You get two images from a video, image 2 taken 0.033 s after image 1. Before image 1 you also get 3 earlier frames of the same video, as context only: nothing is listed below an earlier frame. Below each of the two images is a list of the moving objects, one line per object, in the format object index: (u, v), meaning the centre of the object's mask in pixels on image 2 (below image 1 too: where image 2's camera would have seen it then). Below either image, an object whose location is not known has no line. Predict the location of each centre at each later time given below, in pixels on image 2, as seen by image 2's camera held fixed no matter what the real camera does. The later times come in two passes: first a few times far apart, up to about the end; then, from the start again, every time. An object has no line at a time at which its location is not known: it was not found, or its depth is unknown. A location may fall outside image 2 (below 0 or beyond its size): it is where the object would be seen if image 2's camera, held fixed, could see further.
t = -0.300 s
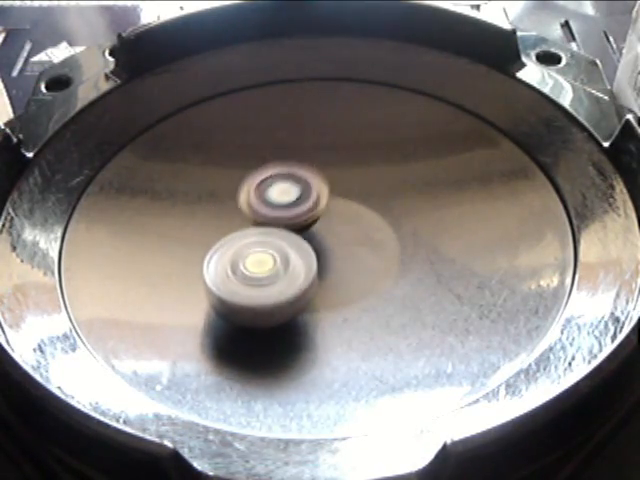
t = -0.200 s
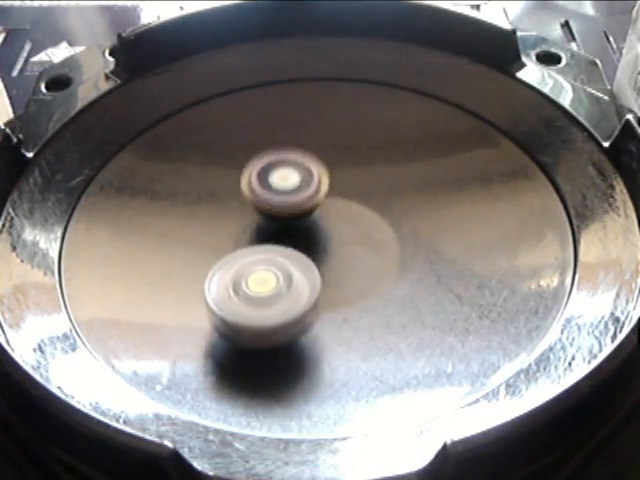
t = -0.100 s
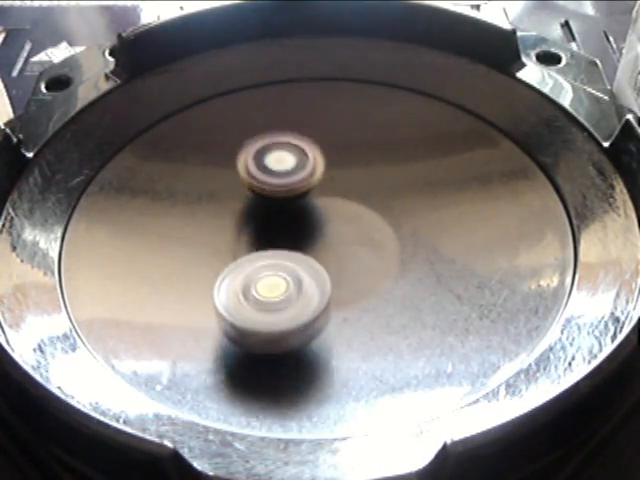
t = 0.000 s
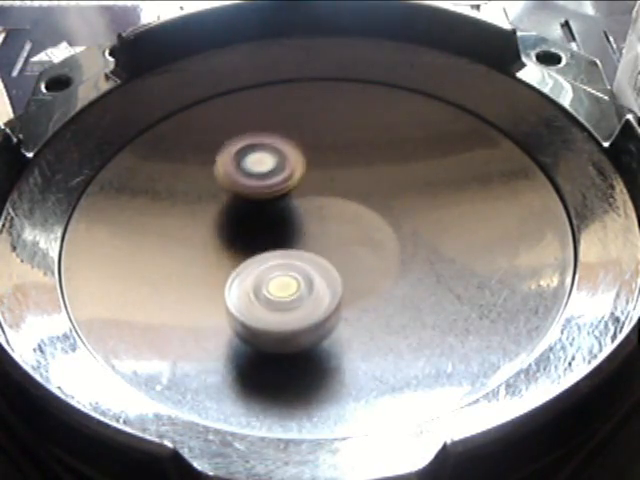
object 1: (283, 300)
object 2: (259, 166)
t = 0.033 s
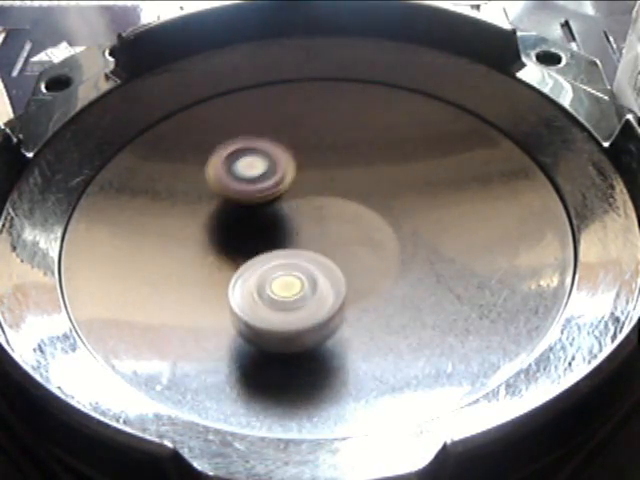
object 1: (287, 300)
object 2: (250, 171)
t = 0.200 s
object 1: (303, 296)
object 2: (237, 207)
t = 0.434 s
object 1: (324, 291)
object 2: (296, 205)
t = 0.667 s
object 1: (333, 279)
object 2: (333, 172)
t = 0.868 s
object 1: (331, 272)
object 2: (309, 162)
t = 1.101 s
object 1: (328, 262)
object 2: (287, 183)
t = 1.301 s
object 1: (344, 322)
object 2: (299, 104)
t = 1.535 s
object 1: (373, 303)
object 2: (246, 91)
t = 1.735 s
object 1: (381, 279)
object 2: (197, 140)
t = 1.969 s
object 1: (381, 257)
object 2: (246, 207)
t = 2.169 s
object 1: (394, 252)
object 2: (313, 198)
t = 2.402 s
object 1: (399, 241)
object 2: (354, 166)
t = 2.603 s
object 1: (398, 232)
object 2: (328, 161)
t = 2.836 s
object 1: (395, 227)
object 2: (319, 176)
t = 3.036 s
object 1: (399, 234)
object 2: (326, 181)
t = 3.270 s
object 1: (397, 237)
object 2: (313, 190)
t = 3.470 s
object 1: (392, 243)
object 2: (299, 206)
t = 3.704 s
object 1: (384, 252)
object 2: (278, 231)
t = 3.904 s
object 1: (381, 258)
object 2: (266, 254)
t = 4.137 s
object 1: (370, 261)
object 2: (253, 266)
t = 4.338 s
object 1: (390, 257)
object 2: (220, 271)
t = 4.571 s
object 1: (381, 249)
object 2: (231, 270)
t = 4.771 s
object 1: (371, 244)
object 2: (246, 260)
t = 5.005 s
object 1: (360, 236)
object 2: (248, 235)
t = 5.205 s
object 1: (352, 230)
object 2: (243, 214)
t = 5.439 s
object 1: (345, 223)
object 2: (250, 192)
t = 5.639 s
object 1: (347, 220)
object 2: (247, 182)
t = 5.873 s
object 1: (347, 217)
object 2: (255, 186)
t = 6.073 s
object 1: (353, 219)
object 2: (267, 179)
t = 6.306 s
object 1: (358, 222)
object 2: (278, 176)
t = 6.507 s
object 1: (369, 230)
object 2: (267, 172)
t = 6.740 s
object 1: (370, 235)
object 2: (272, 192)
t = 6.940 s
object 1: (377, 248)
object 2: (273, 186)
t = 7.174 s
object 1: (367, 255)
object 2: (256, 185)
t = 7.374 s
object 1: (355, 257)
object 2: (259, 203)
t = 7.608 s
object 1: (346, 260)
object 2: (263, 208)
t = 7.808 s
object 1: (336, 257)
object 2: (256, 208)
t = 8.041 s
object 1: (327, 253)
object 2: (245, 205)
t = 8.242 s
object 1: (328, 249)
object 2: (228, 204)
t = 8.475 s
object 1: (354, 256)
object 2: (191, 211)
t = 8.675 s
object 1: (359, 253)
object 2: (208, 238)
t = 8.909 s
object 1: (373, 250)
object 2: (251, 239)
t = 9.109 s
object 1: (393, 250)
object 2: (239, 213)
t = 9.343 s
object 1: (396, 246)
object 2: (252, 191)
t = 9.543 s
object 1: (392, 244)
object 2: (253, 186)
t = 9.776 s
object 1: (383, 245)
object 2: (276, 188)
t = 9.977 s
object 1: (371, 246)
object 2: (304, 186)
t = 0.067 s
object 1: (291, 299)
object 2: (242, 176)
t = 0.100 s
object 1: (294, 299)
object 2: (236, 183)
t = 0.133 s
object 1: (297, 298)
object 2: (233, 191)
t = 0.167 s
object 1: (300, 297)
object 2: (234, 199)
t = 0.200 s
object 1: (303, 296)
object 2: (237, 207)
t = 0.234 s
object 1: (306, 295)
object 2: (243, 213)
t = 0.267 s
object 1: (309, 293)
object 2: (251, 216)
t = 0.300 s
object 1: (311, 292)
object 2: (261, 217)
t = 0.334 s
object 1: (314, 291)
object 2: (271, 216)
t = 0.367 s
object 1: (318, 292)
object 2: (279, 213)
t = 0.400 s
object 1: (321, 292)
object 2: (288, 209)
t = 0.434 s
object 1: (324, 291)
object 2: (296, 205)
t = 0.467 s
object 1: (326, 289)
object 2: (304, 200)
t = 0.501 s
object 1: (328, 287)
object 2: (311, 195)
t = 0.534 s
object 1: (331, 285)
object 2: (317, 191)
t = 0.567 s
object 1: (332, 284)
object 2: (323, 186)
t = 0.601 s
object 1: (333, 282)
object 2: (327, 182)
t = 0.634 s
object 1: (334, 281)
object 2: (331, 177)
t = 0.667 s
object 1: (333, 279)
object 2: (333, 172)
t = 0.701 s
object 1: (333, 278)
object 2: (336, 167)
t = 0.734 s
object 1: (332, 277)
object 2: (335, 164)
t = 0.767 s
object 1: (332, 276)
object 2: (331, 162)
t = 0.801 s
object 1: (332, 274)
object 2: (325, 161)
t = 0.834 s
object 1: (331, 273)
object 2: (317, 161)
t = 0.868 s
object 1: (331, 272)
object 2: (309, 162)
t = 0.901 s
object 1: (331, 271)
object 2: (301, 164)
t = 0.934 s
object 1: (330, 269)
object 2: (293, 168)
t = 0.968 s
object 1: (330, 268)
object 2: (287, 172)
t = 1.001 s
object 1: (329, 266)
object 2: (283, 176)
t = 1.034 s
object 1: (329, 265)
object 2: (283, 179)
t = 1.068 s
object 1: (329, 263)
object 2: (285, 181)
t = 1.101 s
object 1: (328, 262)
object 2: (287, 183)
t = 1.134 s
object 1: (328, 260)
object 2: (291, 185)
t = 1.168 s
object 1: (328, 261)
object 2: (297, 181)
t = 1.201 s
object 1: (332, 277)
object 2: (300, 157)
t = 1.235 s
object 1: (338, 293)
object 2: (301, 138)
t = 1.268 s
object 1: (340, 311)
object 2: (300, 118)
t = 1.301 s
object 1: (344, 322)
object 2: (299, 104)
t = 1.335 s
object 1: (348, 327)
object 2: (295, 93)
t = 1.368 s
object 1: (354, 326)
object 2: (291, 85)
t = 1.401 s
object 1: (359, 323)
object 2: (285, 81)
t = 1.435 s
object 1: (364, 318)
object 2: (277, 80)
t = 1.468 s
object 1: (369, 313)
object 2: (268, 82)
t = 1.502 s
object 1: (372, 308)
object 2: (257, 85)
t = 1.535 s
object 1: (373, 303)
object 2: (246, 91)
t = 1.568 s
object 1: (375, 299)
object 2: (235, 97)
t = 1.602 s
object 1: (377, 295)
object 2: (225, 104)
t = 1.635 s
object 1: (378, 291)
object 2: (216, 112)
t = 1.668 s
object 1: (379, 287)
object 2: (209, 121)
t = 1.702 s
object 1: (380, 283)
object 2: (202, 130)
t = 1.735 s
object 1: (381, 279)
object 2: (197, 140)
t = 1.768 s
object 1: (381, 275)
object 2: (195, 150)
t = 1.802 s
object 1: (381, 271)
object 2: (197, 162)
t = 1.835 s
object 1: (382, 268)
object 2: (202, 173)
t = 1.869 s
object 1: (382, 264)
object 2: (210, 184)
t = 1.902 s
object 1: (381, 261)
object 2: (220, 192)
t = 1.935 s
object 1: (381, 259)
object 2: (233, 200)
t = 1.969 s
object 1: (381, 257)
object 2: (246, 207)
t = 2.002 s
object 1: (380, 255)
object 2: (262, 210)
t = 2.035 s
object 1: (380, 253)
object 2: (277, 213)
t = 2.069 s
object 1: (381, 252)
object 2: (292, 211)
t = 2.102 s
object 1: (389, 254)
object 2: (297, 207)
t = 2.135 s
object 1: (393, 253)
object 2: (303, 202)
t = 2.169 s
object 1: (394, 252)
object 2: (313, 198)
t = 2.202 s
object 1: (395, 250)
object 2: (322, 194)
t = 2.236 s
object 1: (396, 249)
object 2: (329, 189)
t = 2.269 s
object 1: (398, 249)
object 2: (336, 183)
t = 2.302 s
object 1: (399, 247)
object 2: (342, 178)
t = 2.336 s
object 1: (399, 245)
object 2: (349, 173)
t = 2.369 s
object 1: (399, 243)
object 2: (354, 169)
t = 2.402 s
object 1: (399, 241)
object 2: (354, 166)
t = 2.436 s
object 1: (399, 239)
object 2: (353, 163)
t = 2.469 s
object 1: (399, 238)
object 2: (350, 162)
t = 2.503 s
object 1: (399, 236)
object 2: (346, 161)
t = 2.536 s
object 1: (398, 235)
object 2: (340, 160)
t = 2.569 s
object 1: (398, 233)
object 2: (334, 160)
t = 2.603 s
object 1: (398, 232)
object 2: (328, 161)
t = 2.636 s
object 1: (397, 231)
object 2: (324, 163)
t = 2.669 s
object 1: (397, 230)
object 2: (320, 165)
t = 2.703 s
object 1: (397, 230)
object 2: (317, 168)
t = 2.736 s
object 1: (396, 229)
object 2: (315, 171)
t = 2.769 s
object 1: (396, 228)
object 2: (316, 173)
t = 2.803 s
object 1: (395, 228)
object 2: (317, 174)
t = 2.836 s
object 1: (395, 227)
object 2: (319, 176)
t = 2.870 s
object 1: (395, 228)
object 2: (321, 176)
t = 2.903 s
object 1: (397, 229)
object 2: (323, 177)
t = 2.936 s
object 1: (397, 230)
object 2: (324, 178)
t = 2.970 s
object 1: (398, 232)
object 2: (325, 178)
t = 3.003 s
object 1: (399, 233)
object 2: (326, 179)
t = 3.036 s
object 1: (399, 234)
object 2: (326, 181)
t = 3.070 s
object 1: (399, 234)
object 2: (326, 181)
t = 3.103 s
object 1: (399, 235)
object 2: (325, 182)
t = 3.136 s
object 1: (399, 235)
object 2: (324, 184)
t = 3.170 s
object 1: (398, 236)
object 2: (322, 185)
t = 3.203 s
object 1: (398, 236)
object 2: (319, 187)
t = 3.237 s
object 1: (398, 237)
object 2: (316, 189)
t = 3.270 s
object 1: (397, 237)
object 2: (313, 190)
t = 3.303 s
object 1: (396, 238)
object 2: (311, 192)
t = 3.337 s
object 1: (394, 238)
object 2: (309, 195)
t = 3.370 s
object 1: (393, 239)
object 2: (307, 198)
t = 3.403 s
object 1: (393, 240)
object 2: (304, 200)
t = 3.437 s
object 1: (392, 242)
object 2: (301, 203)
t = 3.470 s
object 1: (392, 243)
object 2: (299, 206)
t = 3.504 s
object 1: (390, 244)
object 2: (297, 209)
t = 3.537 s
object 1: (389, 245)
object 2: (294, 213)
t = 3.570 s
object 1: (387, 247)
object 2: (292, 216)
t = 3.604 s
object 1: (388, 248)
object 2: (288, 219)
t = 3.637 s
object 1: (387, 250)
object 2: (284, 223)
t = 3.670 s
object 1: (386, 251)
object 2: (280, 227)
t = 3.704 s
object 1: (384, 252)
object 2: (278, 231)
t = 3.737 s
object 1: (382, 253)
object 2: (277, 236)
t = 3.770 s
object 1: (381, 253)
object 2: (277, 240)
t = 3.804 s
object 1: (381, 255)
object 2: (275, 245)
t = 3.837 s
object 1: (380, 256)
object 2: (274, 248)
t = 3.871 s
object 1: (381, 257)
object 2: (271, 251)
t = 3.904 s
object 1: (381, 258)
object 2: (266, 254)
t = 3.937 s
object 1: (381, 258)
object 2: (262, 257)
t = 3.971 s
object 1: (379, 259)
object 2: (258, 258)
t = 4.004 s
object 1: (378, 259)
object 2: (255, 260)
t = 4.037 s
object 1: (376, 259)
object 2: (253, 262)
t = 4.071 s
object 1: (374, 260)
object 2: (251, 263)
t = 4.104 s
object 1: (372, 261)
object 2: (251, 265)
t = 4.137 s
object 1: (370, 261)
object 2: (253, 266)
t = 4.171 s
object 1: (368, 261)
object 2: (255, 268)
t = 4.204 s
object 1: (367, 261)
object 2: (257, 270)
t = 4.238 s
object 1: (377, 260)
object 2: (243, 270)
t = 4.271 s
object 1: (386, 259)
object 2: (231, 270)
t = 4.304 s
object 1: (390, 258)
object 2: (223, 271)
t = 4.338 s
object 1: (390, 257)
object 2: (220, 271)
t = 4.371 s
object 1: (389, 255)
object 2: (219, 271)
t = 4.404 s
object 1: (388, 254)
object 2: (219, 271)
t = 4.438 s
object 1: (387, 253)
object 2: (220, 272)
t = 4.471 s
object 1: (386, 252)
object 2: (222, 271)
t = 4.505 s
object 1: (384, 251)
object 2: (225, 271)
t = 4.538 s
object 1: (383, 250)
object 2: (228, 271)
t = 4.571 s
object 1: (381, 249)
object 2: (231, 270)
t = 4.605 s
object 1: (380, 248)
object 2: (234, 270)
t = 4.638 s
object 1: (378, 247)
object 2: (236, 269)
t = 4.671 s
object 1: (376, 247)
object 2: (239, 267)
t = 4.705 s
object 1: (374, 246)
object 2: (241, 266)
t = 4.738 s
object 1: (372, 244)
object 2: (244, 263)
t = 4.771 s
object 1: (371, 244)
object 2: (246, 260)
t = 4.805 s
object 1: (369, 243)
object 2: (249, 257)
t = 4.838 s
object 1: (368, 242)
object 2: (250, 253)
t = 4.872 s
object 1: (366, 240)
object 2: (250, 249)
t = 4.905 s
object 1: (365, 239)
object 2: (250, 246)
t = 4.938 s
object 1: (364, 238)
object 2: (250, 242)
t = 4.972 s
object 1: (362, 237)
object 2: (249, 238)
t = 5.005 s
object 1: (360, 236)
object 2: (248, 235)
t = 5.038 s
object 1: (359, 235)
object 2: (247, 231)
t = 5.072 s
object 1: (357, 234)
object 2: (246, 228)
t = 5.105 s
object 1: (356, 233)
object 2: (244, 224)
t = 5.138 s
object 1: (355, 232)
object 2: (244, 221)
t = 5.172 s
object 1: (353, 231)
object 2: (243, 217)
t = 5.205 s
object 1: (352, 230)
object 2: (243, 214)
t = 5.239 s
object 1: (351, 229)
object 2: (244, 210)
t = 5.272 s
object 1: (350, 228)
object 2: (244, 207)
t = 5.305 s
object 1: (348, 227)
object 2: (245, 203)
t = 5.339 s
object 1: (347, 226)
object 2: (245, 200)
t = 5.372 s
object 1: (346, 225)
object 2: (247, 197)
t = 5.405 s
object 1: (345, 224)
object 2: (248, 195)
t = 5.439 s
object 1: (345, 223)
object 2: (250, 192)
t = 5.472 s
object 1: (344, 222)
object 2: (252, 190)
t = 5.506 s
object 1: (345, 222)
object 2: (252, 188)
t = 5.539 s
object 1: (346, 222)
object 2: (249, 185)
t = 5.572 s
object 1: (346, 221)
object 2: (248, 183)
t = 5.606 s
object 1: (347, 220)
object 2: (247, 182)
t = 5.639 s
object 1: (347, 220)
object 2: (247, 182)
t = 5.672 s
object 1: (347, 220)
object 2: (247, 182)
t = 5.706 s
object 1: (347, 219)
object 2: (247, 182)
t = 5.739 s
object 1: (347, 218)
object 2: (248, 183)
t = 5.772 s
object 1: (347, 218)
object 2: (249, 183)
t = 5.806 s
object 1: (347, 218)
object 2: (251, 184)
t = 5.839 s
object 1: (347, 218)
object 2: (252, 185)
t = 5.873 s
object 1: (347, 217)
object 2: (255, 186)
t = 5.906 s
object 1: (347, 217)
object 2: (257, 186)
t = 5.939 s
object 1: (349, 218)
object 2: (258, 185)
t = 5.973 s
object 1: (350, 218)
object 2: (260, 184)
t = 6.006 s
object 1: (351, 218)
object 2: (263, 183)
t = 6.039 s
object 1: (352, 219)
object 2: (265, 181)
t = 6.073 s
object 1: (353, 219)
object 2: (267, 179)
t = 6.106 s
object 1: (354, 220)
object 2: (268, 178)
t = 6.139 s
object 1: (355, 220)
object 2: (270, 177)
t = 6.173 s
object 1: (355, 220)
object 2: (271, 176)
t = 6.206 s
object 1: (356, 221)
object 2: (272, 176)
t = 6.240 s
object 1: (356, 222)
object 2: (273, 176)
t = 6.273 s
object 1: (357, 222)
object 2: (275, 176)
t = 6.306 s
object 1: (358, 222)
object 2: (278, 176)
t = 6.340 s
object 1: (359, 223)
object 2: (280, 175)
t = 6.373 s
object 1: (364, 226)
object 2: (278, 171)
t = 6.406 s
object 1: (366, 228)
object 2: (275, 170)
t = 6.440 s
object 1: (367, 229)
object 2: (273, 170)
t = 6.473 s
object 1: (368, 230)
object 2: (270, 171)
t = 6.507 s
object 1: (369, 230)
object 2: (267, 172)
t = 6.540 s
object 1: (369, 231)
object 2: (264, 175)
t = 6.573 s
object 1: (369, 232)
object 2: (262, 179)
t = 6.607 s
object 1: (370, 232)
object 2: (261, 183)
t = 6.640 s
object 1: (370, 233)
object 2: (261, 186)
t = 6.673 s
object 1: (370, 234)
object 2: (264, 188)
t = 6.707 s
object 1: (370, 235)
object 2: (267, 190)
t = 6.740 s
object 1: (370, 235)
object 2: (272, 192)
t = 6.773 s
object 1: (369, 236)
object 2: (276, 194)
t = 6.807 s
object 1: (369, 237)
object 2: (281, 195)
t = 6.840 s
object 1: (370, 238)
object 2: (282, 195)
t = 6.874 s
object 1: (376, 243)
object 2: (277, 191)
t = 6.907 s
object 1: (377, 246)
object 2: (275, 188)
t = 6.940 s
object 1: (377, 248)
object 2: (273, 186)
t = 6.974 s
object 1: (376, 249)
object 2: (272, 183)
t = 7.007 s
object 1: (375, 250)
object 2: (271, 182)
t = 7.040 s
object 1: (373, 251)
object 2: (269, 180)
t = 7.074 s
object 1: (373, 252)
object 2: (268, 179)
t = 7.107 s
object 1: (371, 253)
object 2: (266, 179)
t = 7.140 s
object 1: (370, 254)
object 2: (263, 180)
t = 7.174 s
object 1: (367, 255)
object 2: (256, 185)
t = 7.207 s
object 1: (366, 256)
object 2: (254, 188)
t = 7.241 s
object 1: (363, 256)
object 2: (253, 192)
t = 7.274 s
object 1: (361, 256)
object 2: (253, 195)
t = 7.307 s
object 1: (360, 257)
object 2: (254, 197)
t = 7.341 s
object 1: (357, 257)
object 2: (257, 200)
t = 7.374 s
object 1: (355, 257)
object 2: (259, 203)
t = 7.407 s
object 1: (353, 257)
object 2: (262, 206)
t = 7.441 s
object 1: (351, 257)
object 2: (265, 209)
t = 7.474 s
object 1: (350, 258)
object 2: (267, 211)
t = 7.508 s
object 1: (349, 259)
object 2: (268, 211)
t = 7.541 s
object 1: (349, 260)
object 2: (266, 210)
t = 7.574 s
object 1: (347, 260)
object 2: (265, 208)
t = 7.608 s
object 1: (346, 260)
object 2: (263, 208)
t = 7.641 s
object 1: (344, 260)
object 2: (262, 207)
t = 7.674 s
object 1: (342, 260)
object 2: (260, 207)
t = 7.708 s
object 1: (341, 259)
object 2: (259, 207)
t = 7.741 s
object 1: (339, 258)
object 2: (258, 207)
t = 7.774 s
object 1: (337, 258)
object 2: (257, 207)
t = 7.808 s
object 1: (336, 257)
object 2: (256, 208)
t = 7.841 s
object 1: (335, 258)
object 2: (254, 207)
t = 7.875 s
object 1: (333, 257)
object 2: (252, 207)
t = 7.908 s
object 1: (332, 256)
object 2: (251, 207)
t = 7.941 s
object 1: (329, 255)
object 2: (250, 207)
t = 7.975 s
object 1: (328, 254)
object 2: (248, 206)
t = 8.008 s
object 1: (327, 254)
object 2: (247, 205)
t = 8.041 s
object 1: (327, 253)
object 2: (245, 205)
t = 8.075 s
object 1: (326, 252)
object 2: (244, 204)
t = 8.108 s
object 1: (325, 251)
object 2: (242, 203)
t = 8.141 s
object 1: (324, 250)
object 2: (240, 204)
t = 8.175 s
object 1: (323, 249)
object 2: (238, 205)
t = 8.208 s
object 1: (322, 247)
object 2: (237, 207)
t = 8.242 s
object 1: (328, 249)
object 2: (228, 204)
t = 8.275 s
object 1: (339, 254)
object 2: (216, 200)
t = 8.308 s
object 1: (346, 257)
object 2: (208, 199)
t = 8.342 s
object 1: (350, 258)
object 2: (202, 199)
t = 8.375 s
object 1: (351, 258)
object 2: (198, 202)
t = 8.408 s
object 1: (352, 257)
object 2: (194, 204)
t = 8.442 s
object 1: (353, 257)
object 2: (192, 208)
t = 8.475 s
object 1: (354, 256)
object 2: (191, 211)
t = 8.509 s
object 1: (355, 255)
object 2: (190, 215)
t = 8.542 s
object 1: (356, 254)
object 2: (191, 220)
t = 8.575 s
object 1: (356, 254)
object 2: (193, 224)
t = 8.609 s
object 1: (357, 253)
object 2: (197, 229)
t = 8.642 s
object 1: (358, 253)
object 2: (202, 233)
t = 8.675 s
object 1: (359, 253)
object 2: (208, 238)
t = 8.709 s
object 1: (360, 252)
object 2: (215, 241)
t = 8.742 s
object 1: (360, 252)
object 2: (224, 244)
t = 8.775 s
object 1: (361, 251)
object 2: (235, 248)
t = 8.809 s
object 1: (362, 251)
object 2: (242, 247)
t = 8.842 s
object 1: (362, 251)
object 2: (250, 247)
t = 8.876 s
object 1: (363, 250)
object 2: (257, 244)
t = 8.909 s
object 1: (373, 250)
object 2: (251, 239)
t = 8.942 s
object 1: (382, 251)
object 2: (244, 234)
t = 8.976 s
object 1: (388, 251)
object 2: (240, 230)
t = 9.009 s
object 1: (390, 252)
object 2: (238, 225)
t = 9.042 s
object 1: (391, 251)
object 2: (238, 221)
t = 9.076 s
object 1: (392, 251)
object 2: (238, 217)
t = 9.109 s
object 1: (393, 250)
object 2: (239, 213)
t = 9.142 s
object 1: (394, 249)
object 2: (241, 210)
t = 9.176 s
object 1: (395, 249)
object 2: (243, 206)
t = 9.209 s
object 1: (395, 248)
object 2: (245, 203)
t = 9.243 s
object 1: (396, 248)
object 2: (246, 199)
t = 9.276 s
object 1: (396, 247)
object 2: (248, 196)
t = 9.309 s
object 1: (396, 247)
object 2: (250, 193)
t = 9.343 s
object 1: (396, 246)
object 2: (252, 191)
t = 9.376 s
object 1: (396, 245)
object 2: (253, 188)
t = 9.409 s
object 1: (395, 245)
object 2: (254, 187)
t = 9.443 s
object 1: (394, 244)
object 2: (254, 186)
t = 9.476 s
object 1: (394, 244)
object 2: (254, 185)
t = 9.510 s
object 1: (393, 244)
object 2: (254, 186)
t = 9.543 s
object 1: (392, 244)
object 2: (253, 186)
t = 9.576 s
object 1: (391, 244)
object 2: (254, 188)
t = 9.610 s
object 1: (389, 244)
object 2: (255, 188)
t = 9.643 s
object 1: (388, 244)
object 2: (258, 189)
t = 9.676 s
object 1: (387, 245)
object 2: (262, 188)
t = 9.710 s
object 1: (386, 245)
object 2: (266, 188)
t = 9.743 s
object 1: (384, 245)
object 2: (271, 188)
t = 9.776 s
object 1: (383, 245)
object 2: (276, 188)
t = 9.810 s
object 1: (381, 246)
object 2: (281, 188)
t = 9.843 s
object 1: (379, 246)
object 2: (286, 187)
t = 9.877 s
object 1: (377, 246)
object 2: (291, 187)
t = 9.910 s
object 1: (375, 245)
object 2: (296, 187)
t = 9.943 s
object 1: (373, 245)
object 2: (301, 187)
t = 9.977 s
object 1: (371, 246)
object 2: (304, 186)
